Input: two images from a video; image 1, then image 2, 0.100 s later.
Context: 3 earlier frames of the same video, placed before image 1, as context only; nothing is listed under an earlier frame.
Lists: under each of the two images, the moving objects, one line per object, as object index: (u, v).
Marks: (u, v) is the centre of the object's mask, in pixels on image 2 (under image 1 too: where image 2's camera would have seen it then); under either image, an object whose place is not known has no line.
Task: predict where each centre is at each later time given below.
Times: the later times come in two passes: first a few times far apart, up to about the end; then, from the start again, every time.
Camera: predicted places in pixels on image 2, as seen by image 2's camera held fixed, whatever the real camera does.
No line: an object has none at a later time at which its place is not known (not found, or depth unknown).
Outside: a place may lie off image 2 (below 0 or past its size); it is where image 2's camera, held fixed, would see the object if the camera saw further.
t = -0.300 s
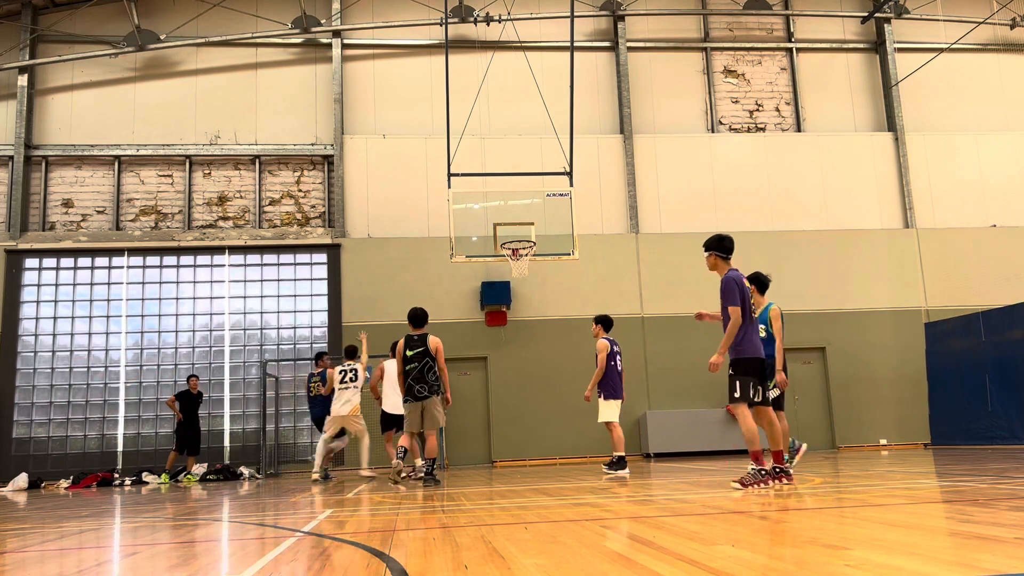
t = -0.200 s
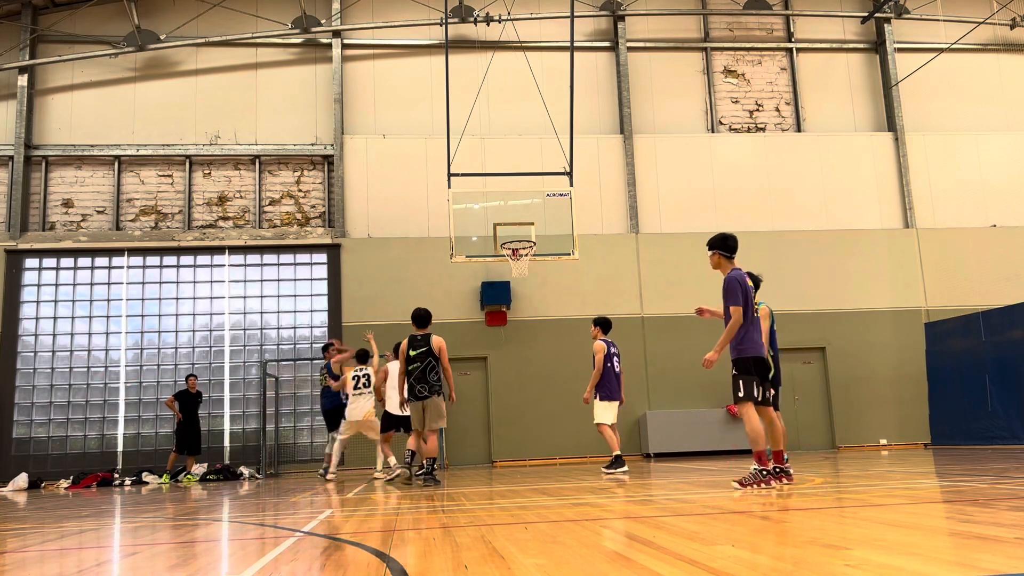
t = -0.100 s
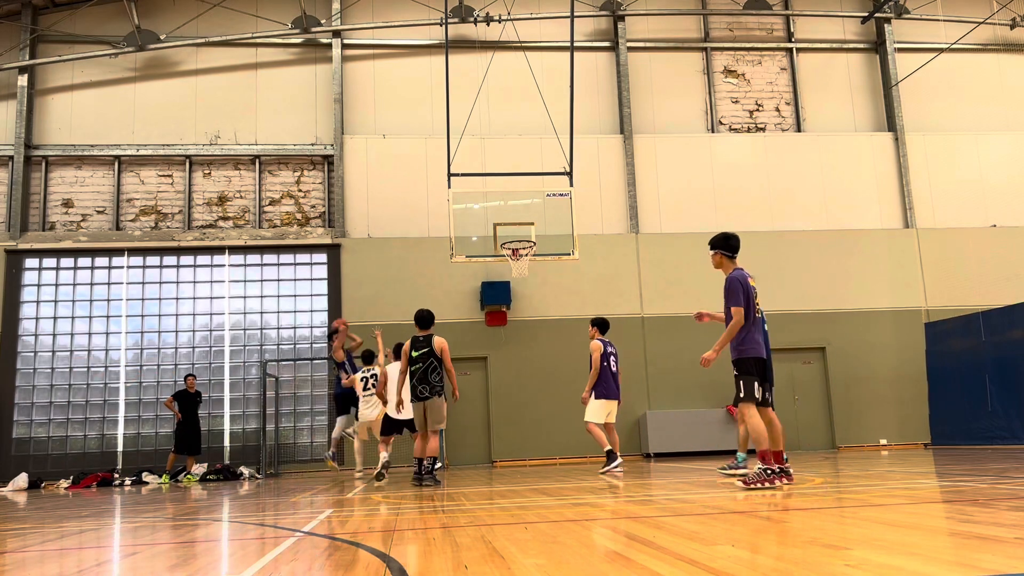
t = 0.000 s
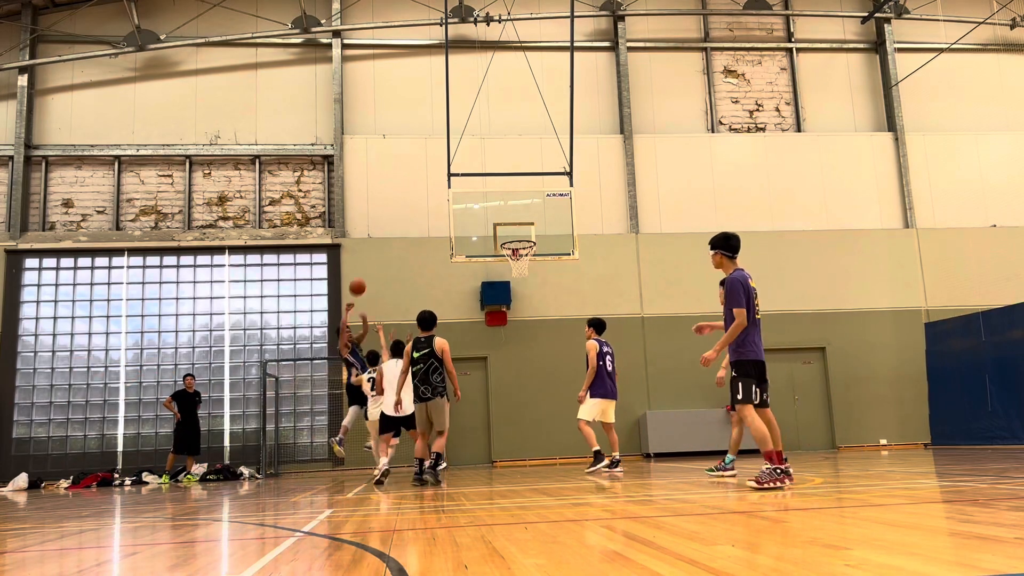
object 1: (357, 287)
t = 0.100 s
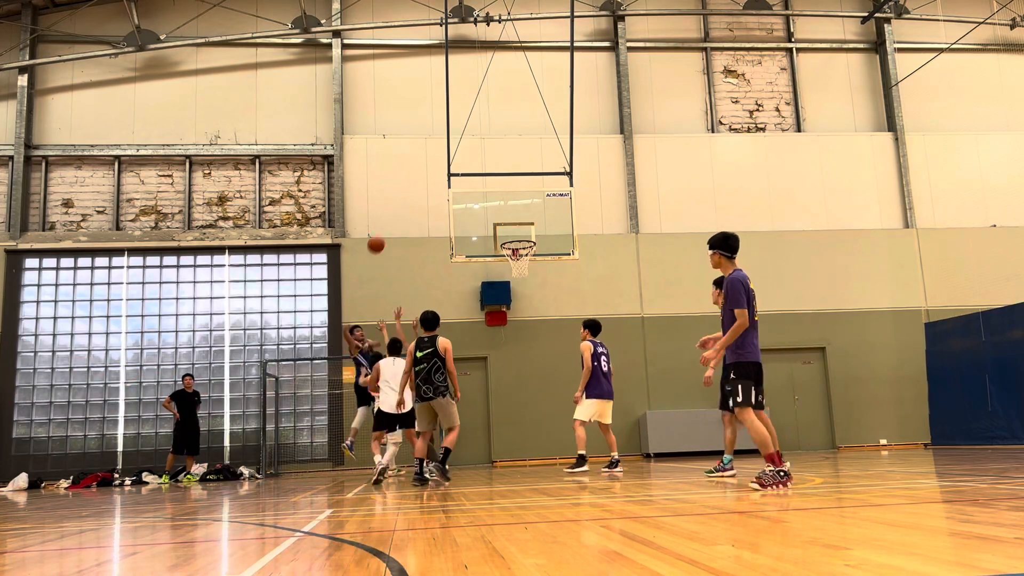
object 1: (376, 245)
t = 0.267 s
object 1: (408, 182)
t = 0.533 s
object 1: (469, 109)
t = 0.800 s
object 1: (545, 78)
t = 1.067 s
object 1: (649, 107)
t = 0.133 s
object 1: (382, 231)
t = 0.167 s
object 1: (389, 218)
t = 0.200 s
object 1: (395, 205)
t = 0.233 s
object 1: (402, 193)
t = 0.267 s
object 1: (408, 182)
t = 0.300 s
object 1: (416, 171)
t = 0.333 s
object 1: (423, 160)
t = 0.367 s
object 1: (430, 150)
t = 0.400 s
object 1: (438, 141)
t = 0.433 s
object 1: (445, 132)
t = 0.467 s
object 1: (453, 124)
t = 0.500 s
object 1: (461, 116)
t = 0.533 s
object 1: (469, 109)
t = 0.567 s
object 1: (477, 103)
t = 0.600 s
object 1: (486, 97)
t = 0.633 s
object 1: (495, 92)
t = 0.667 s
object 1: (505, 87)
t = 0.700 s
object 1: (514, 84)
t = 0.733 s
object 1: (524, 81)
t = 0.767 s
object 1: (534, 79)
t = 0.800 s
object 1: (545, 78)
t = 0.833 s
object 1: (556, 78)
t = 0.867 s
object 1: (568, 78)
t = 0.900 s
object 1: (580, 80)
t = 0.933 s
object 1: (592, 83)
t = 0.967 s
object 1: (605, 87)
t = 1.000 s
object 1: (619, 92)
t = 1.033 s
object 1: (634, 98)
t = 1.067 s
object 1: (649, 107)
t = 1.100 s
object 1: (665, 116)
